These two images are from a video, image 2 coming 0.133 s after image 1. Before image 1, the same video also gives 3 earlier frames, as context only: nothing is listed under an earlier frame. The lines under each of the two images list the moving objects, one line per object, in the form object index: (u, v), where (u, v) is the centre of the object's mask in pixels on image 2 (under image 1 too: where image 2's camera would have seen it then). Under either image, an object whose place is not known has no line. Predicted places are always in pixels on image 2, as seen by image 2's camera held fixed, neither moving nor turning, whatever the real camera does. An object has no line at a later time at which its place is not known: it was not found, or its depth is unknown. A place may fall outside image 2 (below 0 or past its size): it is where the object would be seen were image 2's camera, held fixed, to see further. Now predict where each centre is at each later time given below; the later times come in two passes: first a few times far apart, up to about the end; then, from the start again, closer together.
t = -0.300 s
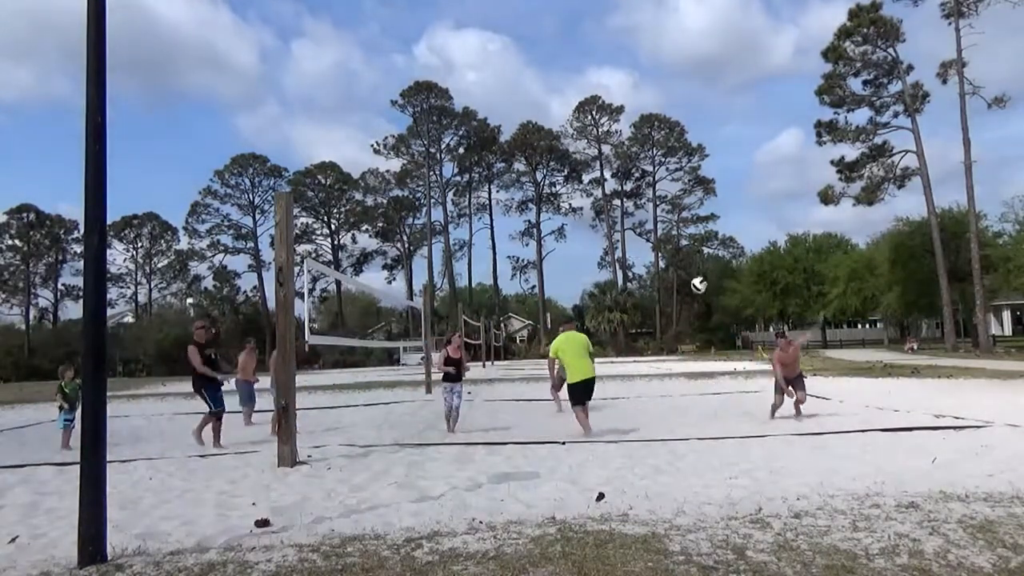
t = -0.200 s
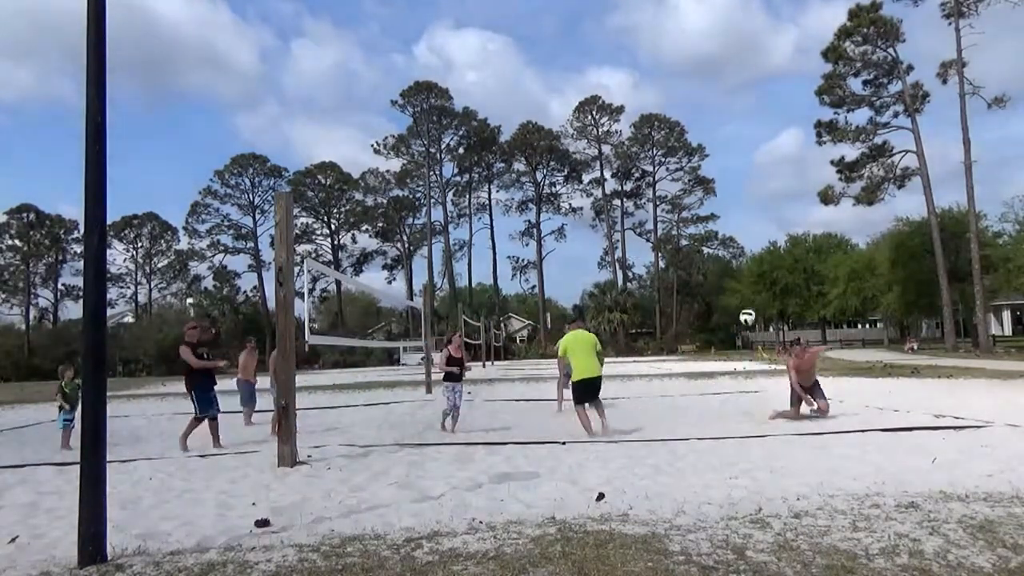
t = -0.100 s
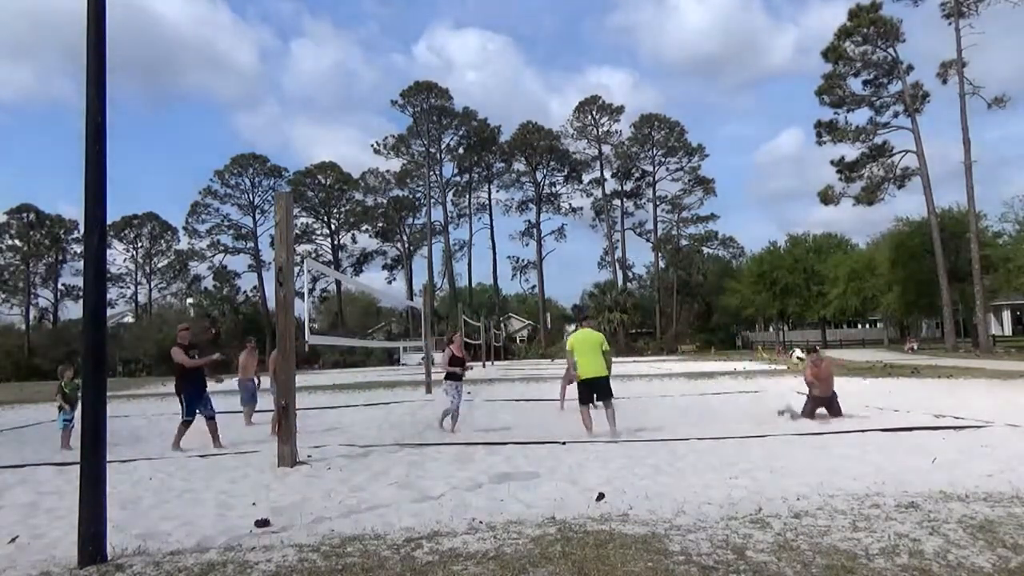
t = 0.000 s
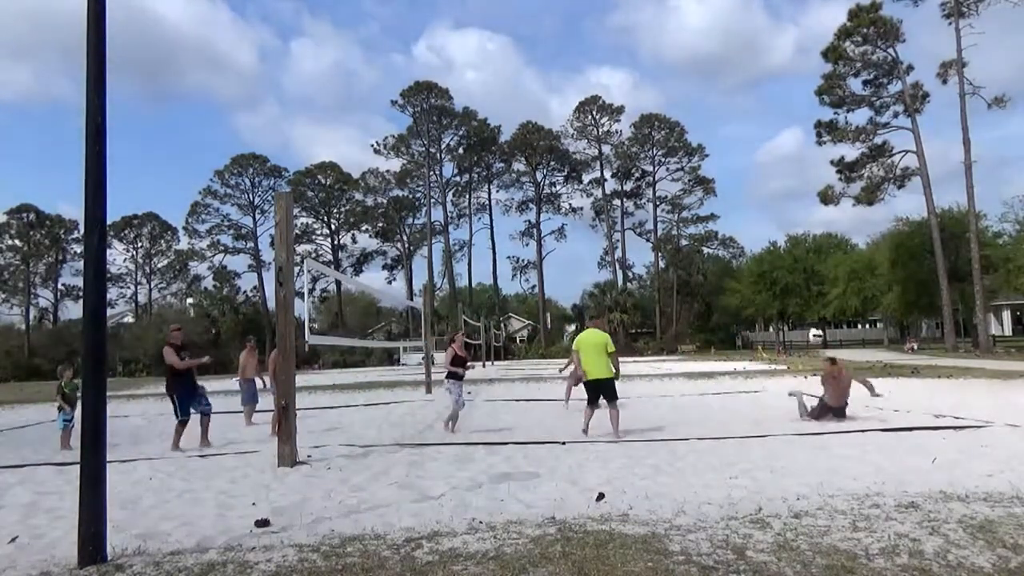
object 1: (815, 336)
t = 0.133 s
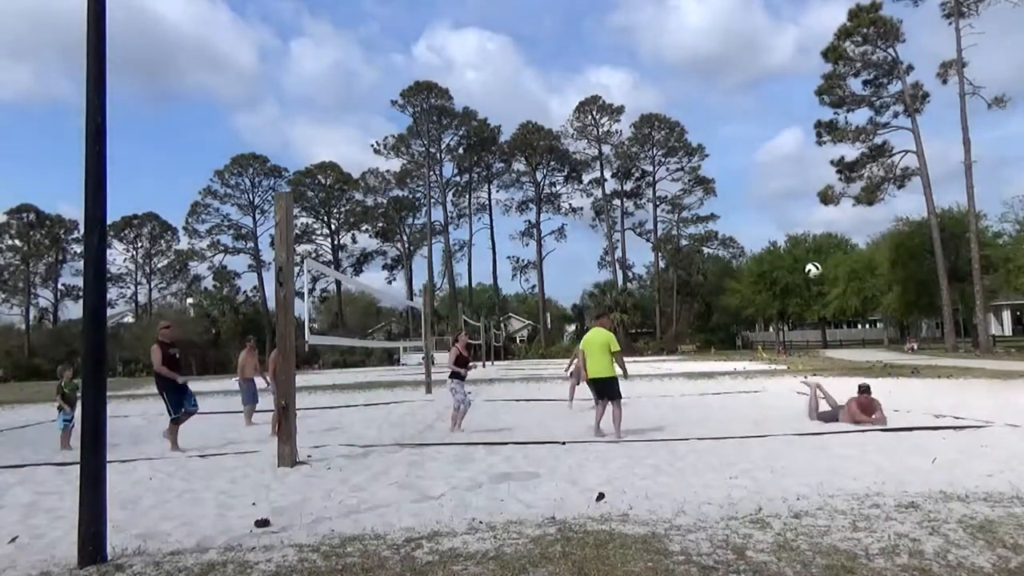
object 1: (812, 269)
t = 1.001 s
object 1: (822, 190)
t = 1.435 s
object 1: (838, 308)
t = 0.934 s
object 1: (819, 179)
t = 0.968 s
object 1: (820, 183)
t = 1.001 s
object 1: (822, 190)
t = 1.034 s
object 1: (824, 196)
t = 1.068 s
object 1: (825, 201)
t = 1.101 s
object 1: (825, 208)
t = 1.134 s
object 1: (826, 216)
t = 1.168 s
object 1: (827, 224)
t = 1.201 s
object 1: (828, 231)
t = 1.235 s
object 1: (830, 242)
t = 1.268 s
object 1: (831, 252)
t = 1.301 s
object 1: (833, 262)
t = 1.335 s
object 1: (834, 273)
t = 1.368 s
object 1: (835, 284)
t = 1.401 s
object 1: (837, 296)
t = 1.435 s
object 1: (838, 308)
